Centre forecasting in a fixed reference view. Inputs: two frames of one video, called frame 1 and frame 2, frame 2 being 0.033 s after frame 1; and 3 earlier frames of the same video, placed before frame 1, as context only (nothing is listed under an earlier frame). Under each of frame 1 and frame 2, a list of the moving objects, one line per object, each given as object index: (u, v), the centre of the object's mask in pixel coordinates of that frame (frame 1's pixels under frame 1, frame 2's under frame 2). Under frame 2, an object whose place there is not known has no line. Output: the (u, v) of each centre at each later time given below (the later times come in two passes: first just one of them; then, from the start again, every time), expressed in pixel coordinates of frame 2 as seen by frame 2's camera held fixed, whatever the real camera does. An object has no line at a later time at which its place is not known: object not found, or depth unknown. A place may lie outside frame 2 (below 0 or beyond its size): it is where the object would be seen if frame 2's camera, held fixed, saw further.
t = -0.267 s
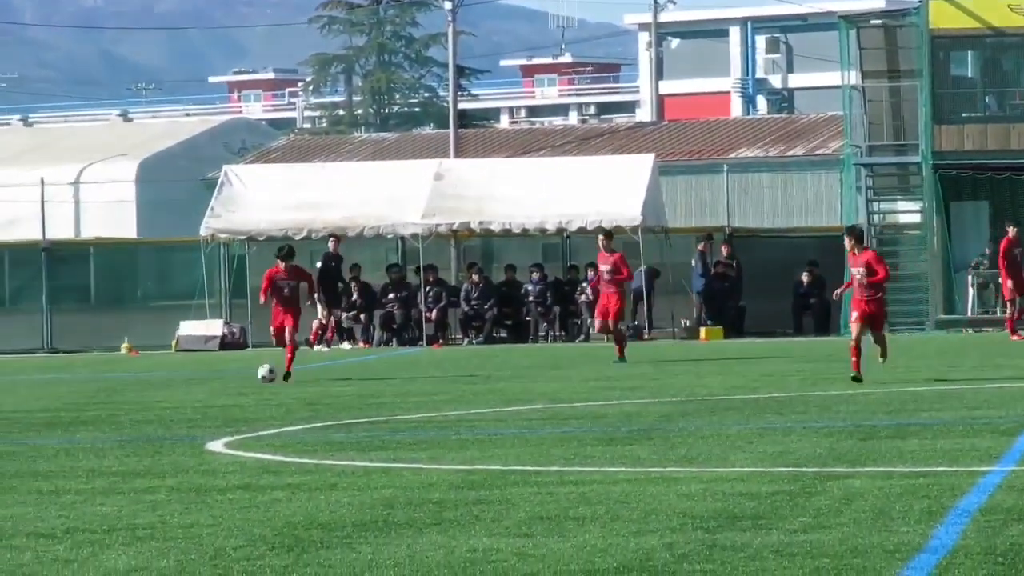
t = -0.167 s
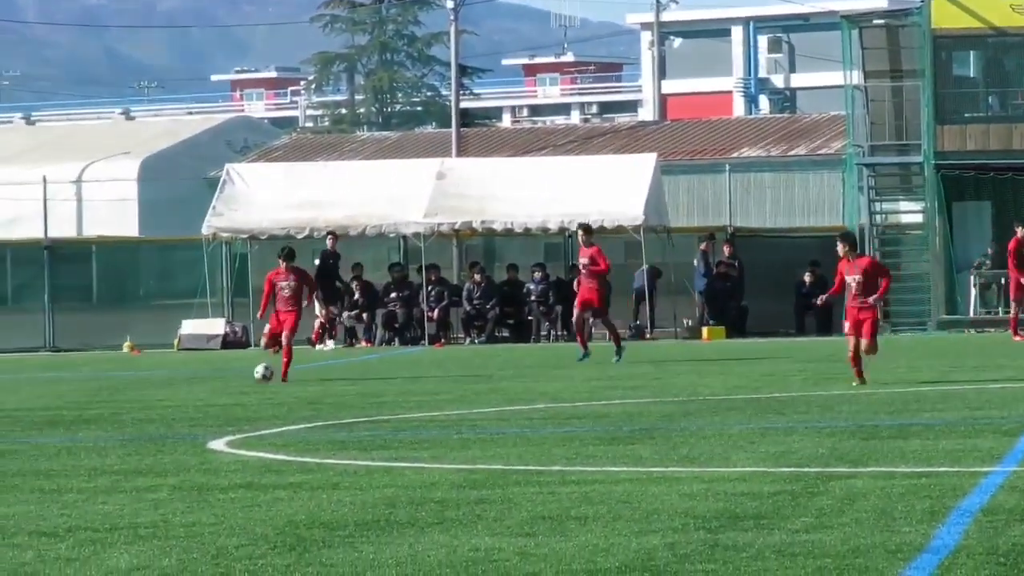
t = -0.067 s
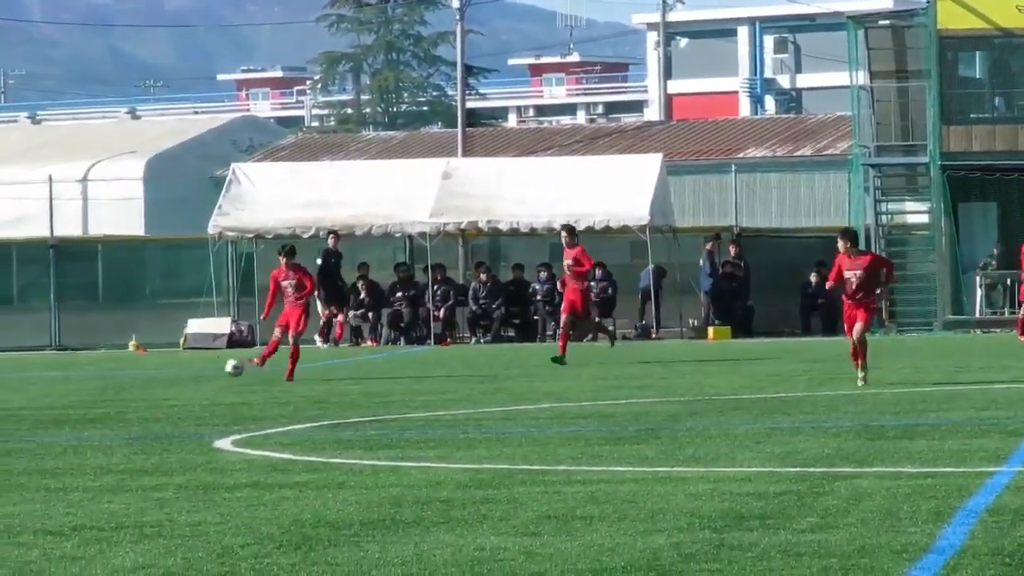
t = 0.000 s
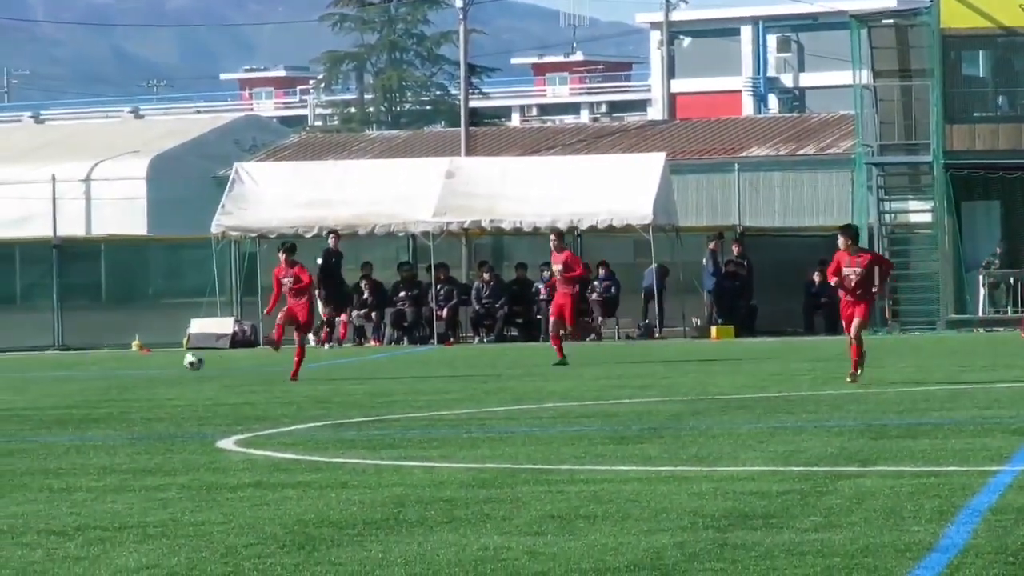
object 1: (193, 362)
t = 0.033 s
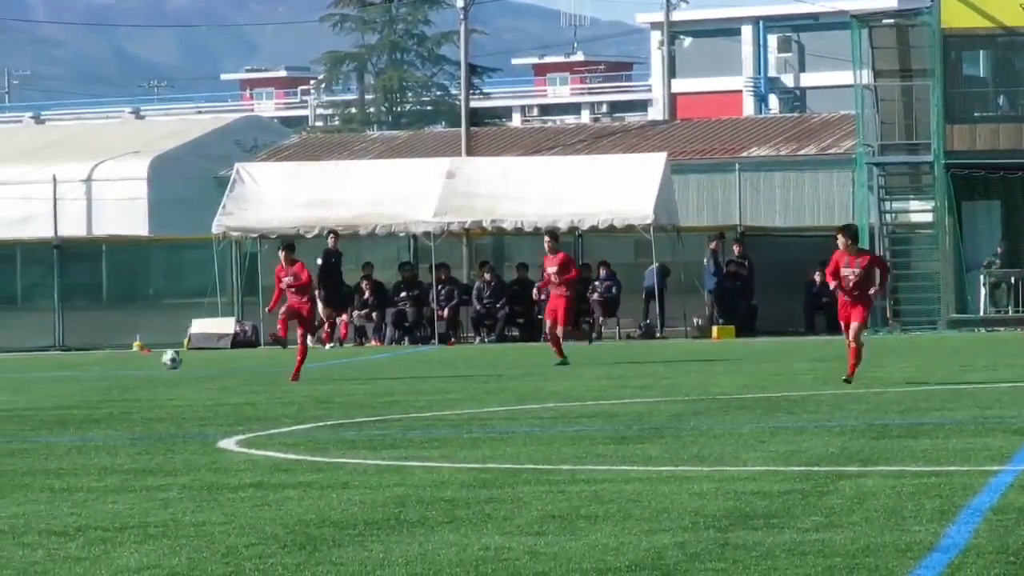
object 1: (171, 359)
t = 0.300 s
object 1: (8, 370)
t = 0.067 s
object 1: (148, 358)
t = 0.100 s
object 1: (127, 357)
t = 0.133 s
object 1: (106, 356)
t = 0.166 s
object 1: (84, 358)
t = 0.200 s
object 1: (64, 359)
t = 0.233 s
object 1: (43, 362)
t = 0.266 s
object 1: (24, 365)
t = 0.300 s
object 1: (8, 370)
